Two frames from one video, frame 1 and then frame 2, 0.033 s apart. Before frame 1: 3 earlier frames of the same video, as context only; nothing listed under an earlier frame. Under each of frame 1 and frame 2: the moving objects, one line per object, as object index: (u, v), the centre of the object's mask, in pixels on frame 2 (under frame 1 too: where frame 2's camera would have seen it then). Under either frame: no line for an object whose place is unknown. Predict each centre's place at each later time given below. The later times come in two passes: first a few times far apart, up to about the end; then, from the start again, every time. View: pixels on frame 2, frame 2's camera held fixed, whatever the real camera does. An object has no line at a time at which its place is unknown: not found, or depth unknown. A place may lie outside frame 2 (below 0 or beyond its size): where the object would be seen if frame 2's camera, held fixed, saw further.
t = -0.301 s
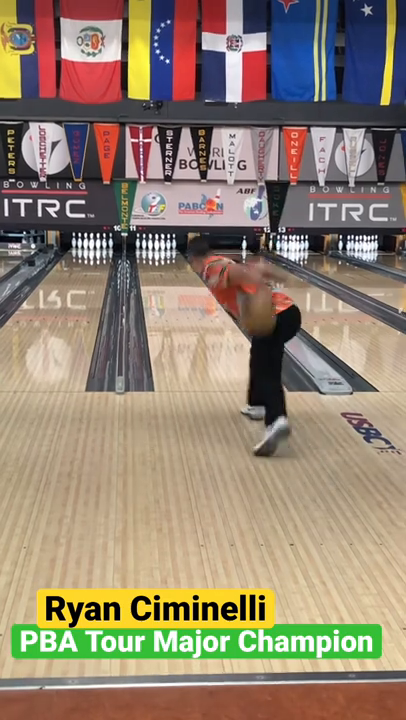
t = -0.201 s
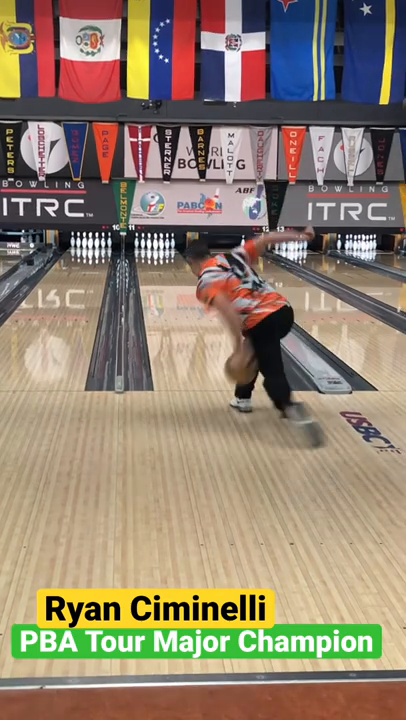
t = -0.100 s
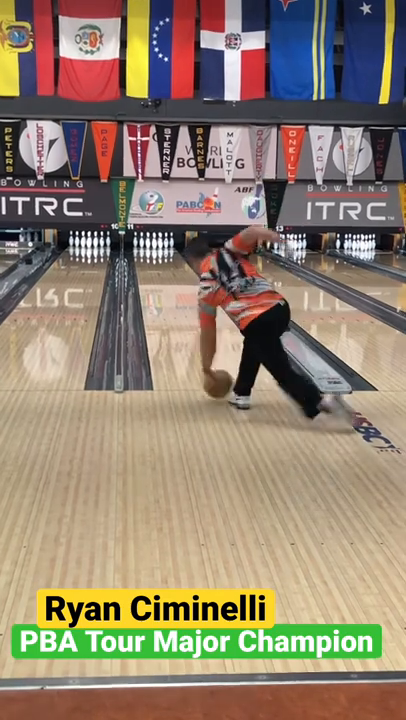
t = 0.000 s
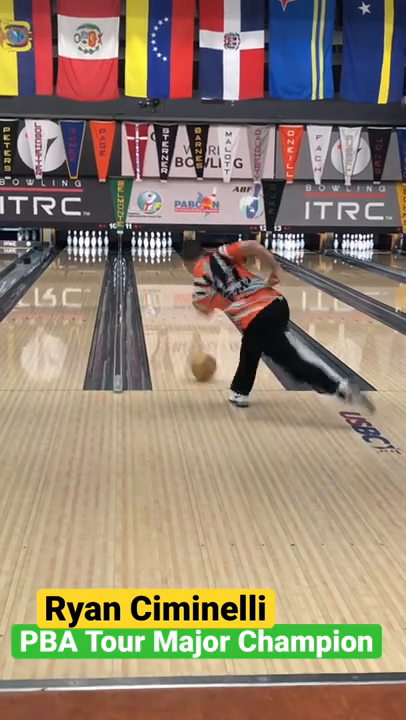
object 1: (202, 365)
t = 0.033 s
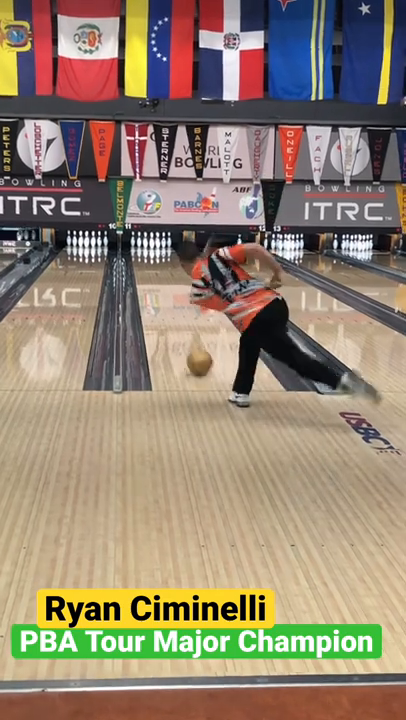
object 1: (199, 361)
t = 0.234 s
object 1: (183, 335)
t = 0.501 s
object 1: (168, 308)
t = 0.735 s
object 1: (159, 292)
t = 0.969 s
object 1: (152, 280)
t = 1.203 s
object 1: (149, 270)
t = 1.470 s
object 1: (145, 261)
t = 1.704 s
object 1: (145, 254)
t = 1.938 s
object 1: (145, 250)
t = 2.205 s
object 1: (148, 244)
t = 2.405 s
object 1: (147, 243)
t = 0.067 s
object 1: (196, 357)
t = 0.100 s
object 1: (193, 353)
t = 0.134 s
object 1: (191, 347)
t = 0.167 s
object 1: (188, 343)
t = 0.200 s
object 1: (185, 338)
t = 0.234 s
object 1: (183, 335)
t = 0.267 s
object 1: (180, 331)
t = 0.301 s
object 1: (178, 327)
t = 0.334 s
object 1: (177, 323)
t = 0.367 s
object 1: (172, 323)
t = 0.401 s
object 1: (168, 314)
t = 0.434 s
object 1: (171, 314)
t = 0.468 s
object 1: (169, 311)
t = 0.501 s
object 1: (168, 308)
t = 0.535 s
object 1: (166, 306)
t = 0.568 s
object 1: (165, 303)
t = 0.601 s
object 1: (163, 301)
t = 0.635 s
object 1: (162, 298)
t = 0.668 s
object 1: (161, 297)
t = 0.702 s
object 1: (160, 294)
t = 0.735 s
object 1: (159, 292)
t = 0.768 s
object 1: (158, 290)
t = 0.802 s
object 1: (157, 288)
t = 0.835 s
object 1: (156, 287)
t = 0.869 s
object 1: (155, 284)
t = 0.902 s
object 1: (154, 283)
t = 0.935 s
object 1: (153, 281)
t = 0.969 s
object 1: (152, 280)
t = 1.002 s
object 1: (151, 278)
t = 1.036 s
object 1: (151, 277)
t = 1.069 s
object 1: (150, 275)
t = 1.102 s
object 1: (149, 274)
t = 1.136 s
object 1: (148, 272)
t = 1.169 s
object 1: (150, 272)
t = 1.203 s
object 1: (149, 270)
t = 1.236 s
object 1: (148, 269)
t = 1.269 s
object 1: (148, 267)
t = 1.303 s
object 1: (146, 266)
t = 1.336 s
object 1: (147, 265)
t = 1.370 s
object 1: (146, 264)
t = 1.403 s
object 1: (146, 263)
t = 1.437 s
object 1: (145, 262)
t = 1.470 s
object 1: (145, 261)
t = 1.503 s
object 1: (145, 260)
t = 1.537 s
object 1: (145, 259)
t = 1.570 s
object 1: (144, 258)
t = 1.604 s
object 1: (144, 257)
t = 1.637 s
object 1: (145, 256)
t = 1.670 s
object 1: (145, 255)
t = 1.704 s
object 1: (145, 254)
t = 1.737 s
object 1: (145, 254)
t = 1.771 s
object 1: (144, 253)
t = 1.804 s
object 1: (145, 252)
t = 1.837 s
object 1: (145, 252)
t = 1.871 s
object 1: (145, 251)
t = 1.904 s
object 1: (145, 250)
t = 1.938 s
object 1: (145, 250)
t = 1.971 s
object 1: (145, 249)
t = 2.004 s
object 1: (145, 249)
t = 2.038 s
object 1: (145, 248)
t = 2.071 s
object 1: (145, 247)
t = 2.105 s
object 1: (146, 247)
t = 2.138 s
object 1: (147, 245)
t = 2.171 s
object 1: (148, 245)
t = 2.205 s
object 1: (148, 244)
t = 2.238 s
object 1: (148, 244)
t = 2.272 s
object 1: (148, 244)
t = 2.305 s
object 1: (149, 244)
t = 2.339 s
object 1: (147, 243)
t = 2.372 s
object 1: (147, 243)
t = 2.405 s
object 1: (147, 243)
